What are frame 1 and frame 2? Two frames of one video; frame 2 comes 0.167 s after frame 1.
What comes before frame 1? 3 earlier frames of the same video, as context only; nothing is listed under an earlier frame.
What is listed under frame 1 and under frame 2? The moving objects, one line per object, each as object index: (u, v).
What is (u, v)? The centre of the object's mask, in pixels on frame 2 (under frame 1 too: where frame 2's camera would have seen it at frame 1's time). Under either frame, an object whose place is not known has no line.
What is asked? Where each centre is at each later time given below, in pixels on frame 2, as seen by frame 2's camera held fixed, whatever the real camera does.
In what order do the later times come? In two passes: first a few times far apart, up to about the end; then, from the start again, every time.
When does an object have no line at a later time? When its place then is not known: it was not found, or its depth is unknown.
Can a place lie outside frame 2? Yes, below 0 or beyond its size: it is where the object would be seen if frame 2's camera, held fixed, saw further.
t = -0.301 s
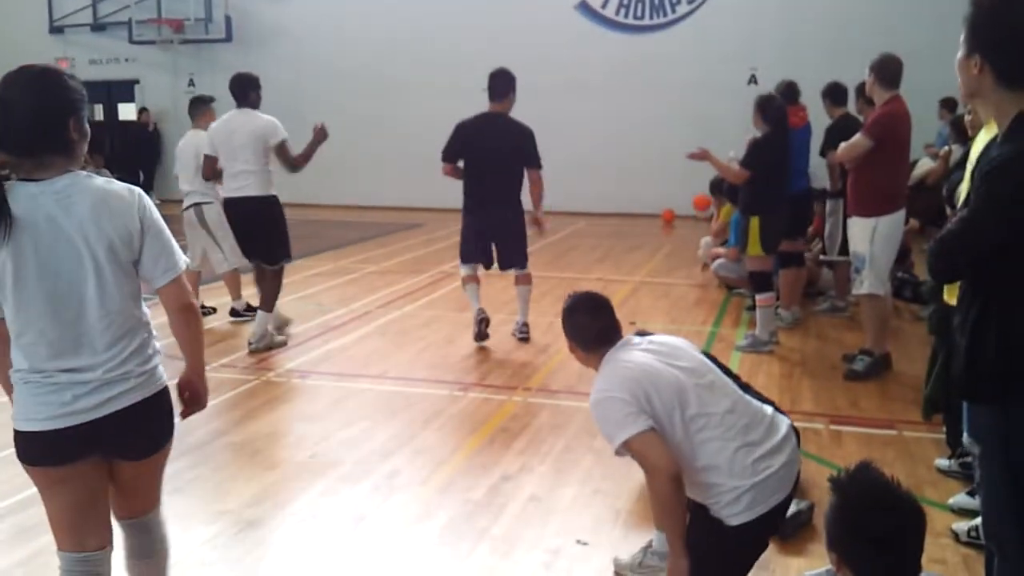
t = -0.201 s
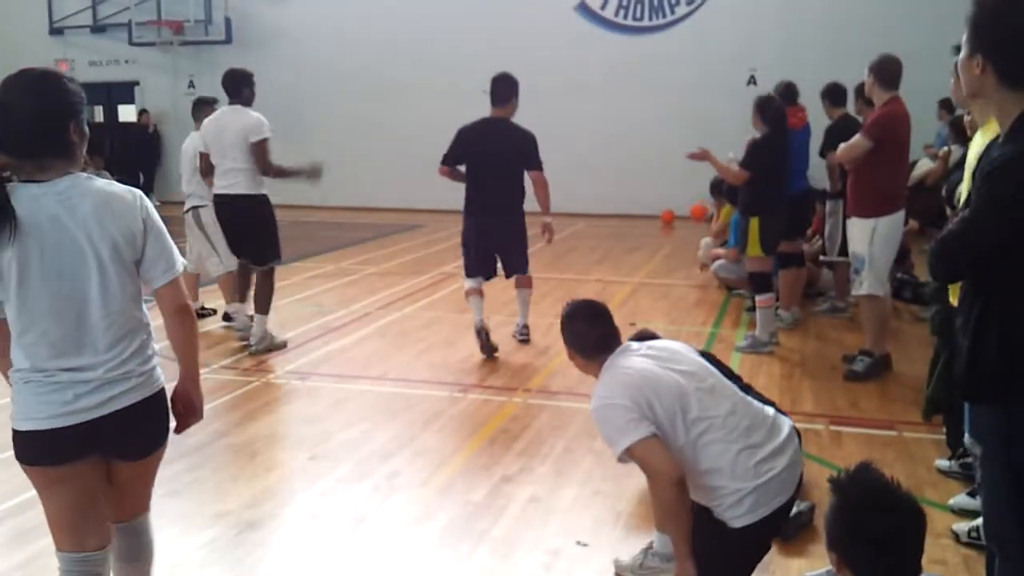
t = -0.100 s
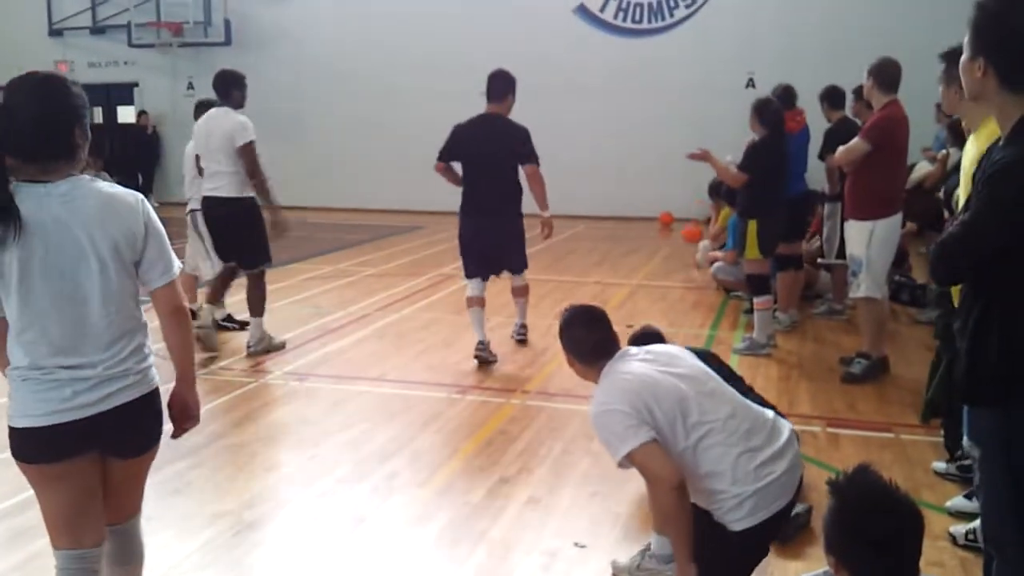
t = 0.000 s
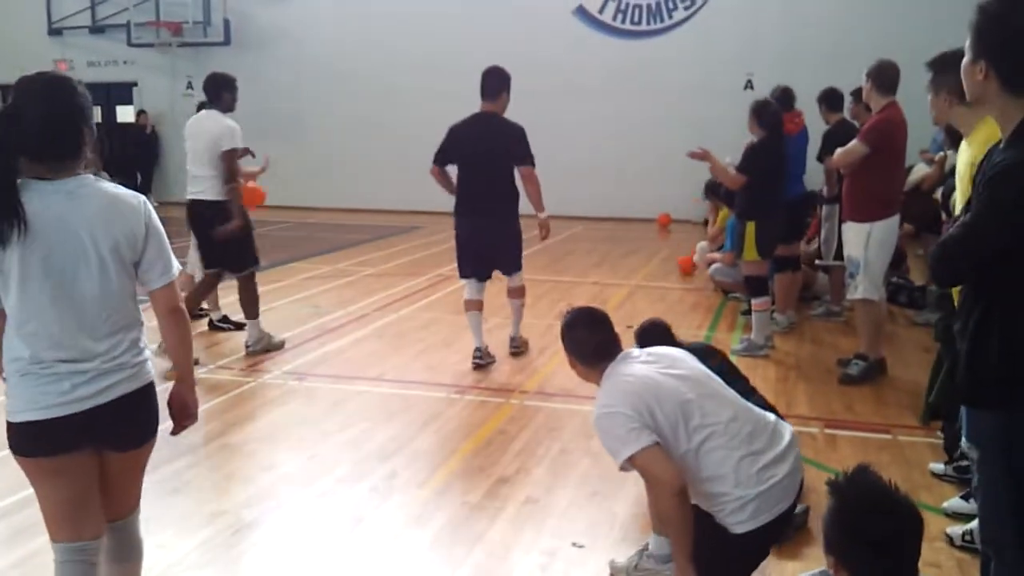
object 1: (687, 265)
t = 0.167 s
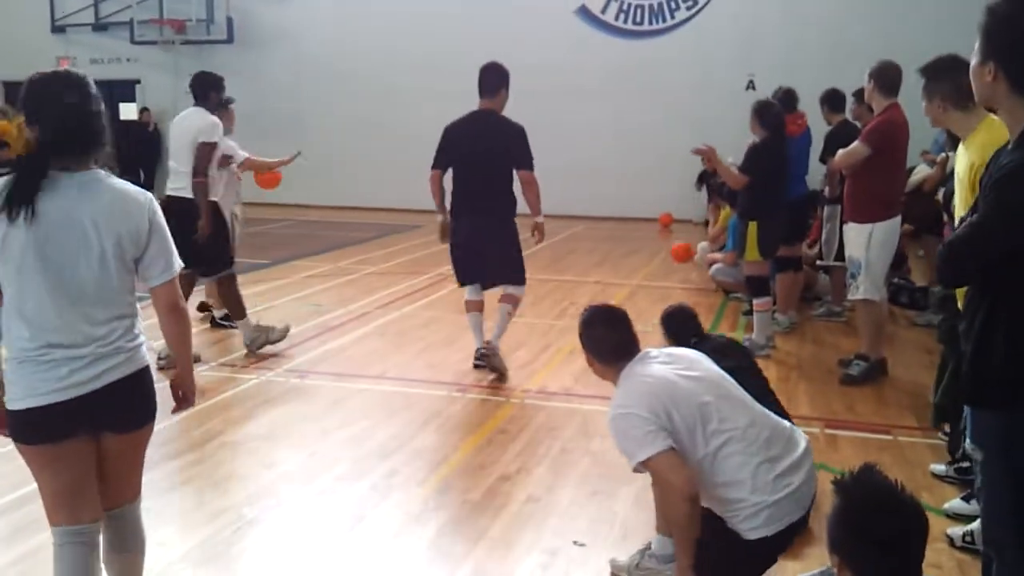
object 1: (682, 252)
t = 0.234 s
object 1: (678, 253)
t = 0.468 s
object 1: (659, 295)
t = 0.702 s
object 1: (639, 306)
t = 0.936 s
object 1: (613, 336)
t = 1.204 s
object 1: (574, 382)
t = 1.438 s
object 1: (533, 420)
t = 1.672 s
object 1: (477, 480)
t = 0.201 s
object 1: (680, 252)
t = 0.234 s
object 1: (678, 253)
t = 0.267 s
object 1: (675, 255)
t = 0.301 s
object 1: (674, 258)
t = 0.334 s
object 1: (672, 265)
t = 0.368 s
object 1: (669, 271)
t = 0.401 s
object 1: (666, 280)
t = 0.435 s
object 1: (662, 290)
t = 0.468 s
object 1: (659, 295)
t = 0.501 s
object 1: (657, 294)
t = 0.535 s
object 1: (655, 292)
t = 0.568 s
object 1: (653, 292)
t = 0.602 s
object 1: (649, 293)
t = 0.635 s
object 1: (646, 296)
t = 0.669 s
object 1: (643, 300)
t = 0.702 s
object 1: (639, 306)
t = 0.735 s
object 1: (635, 315)
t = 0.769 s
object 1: (632, 325)
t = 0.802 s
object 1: (628, 325)
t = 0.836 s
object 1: (624, 325)
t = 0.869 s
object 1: (620, 327)
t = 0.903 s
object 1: (617, 331)
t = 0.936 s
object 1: (613, 336)
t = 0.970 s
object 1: (608, 344)
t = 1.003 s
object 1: (603, 351)
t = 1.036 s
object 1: (599, 353)
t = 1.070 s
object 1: (595, 354)
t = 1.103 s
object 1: (590, 358)
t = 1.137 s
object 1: (585, 364)
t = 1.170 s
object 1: (580, 372)
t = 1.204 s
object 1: (574, 382)
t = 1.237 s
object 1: (570, 383)
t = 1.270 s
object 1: (564, 386)
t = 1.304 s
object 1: (558, 393)
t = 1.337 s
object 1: (552, 402)
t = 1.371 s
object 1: (546, 410)
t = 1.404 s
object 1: (540, 414)
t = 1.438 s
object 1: (533, 420)
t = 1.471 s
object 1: (526, 429)
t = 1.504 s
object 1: (518, 437)
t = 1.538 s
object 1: (511, 444)
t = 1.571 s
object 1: (503, 453)
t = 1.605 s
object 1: (494, 460)
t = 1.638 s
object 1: (485, 470)
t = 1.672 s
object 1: (477, 480)
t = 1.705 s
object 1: (467, 489)
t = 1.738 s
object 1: (456, 500)
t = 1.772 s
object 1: (446, 510)
